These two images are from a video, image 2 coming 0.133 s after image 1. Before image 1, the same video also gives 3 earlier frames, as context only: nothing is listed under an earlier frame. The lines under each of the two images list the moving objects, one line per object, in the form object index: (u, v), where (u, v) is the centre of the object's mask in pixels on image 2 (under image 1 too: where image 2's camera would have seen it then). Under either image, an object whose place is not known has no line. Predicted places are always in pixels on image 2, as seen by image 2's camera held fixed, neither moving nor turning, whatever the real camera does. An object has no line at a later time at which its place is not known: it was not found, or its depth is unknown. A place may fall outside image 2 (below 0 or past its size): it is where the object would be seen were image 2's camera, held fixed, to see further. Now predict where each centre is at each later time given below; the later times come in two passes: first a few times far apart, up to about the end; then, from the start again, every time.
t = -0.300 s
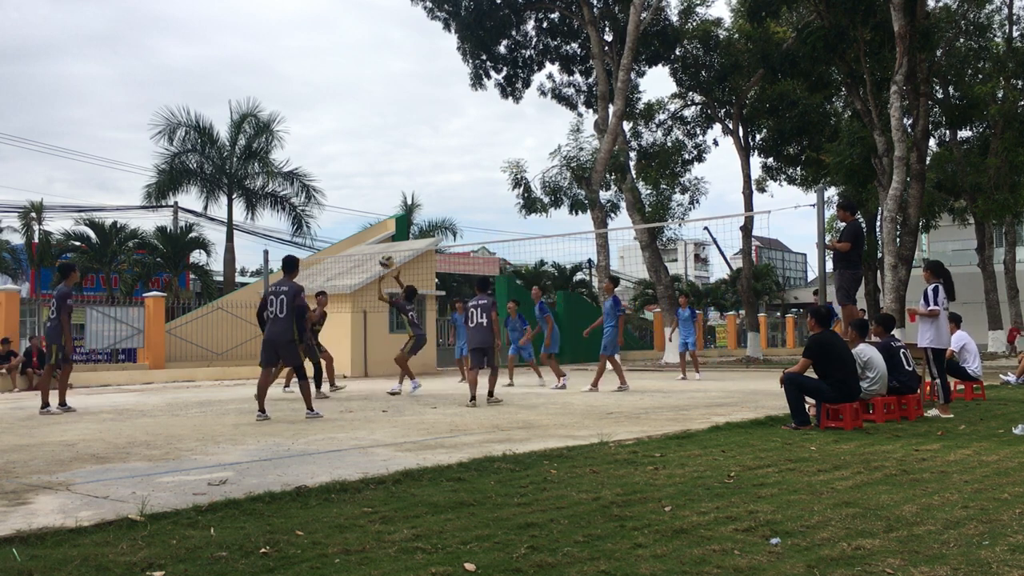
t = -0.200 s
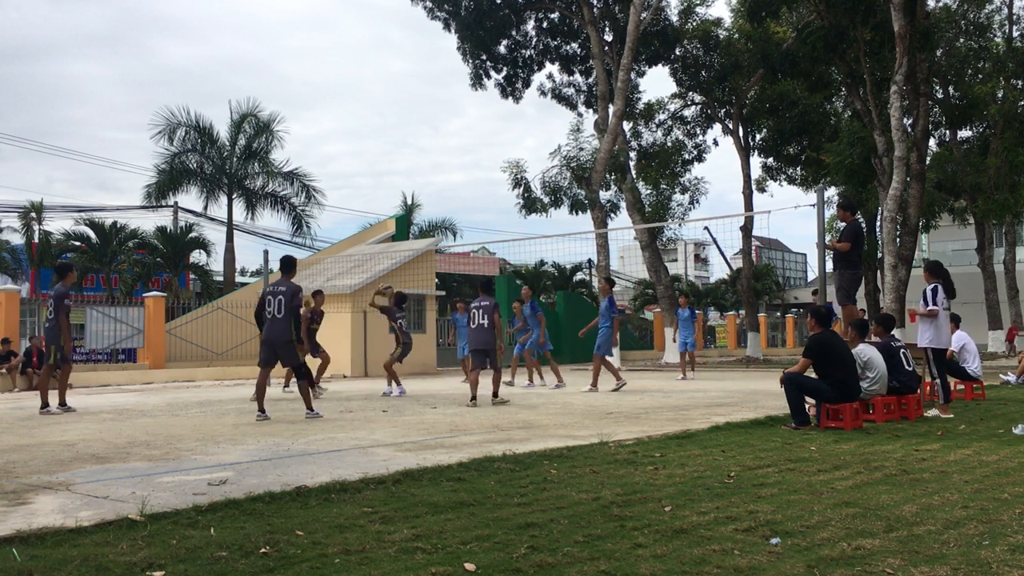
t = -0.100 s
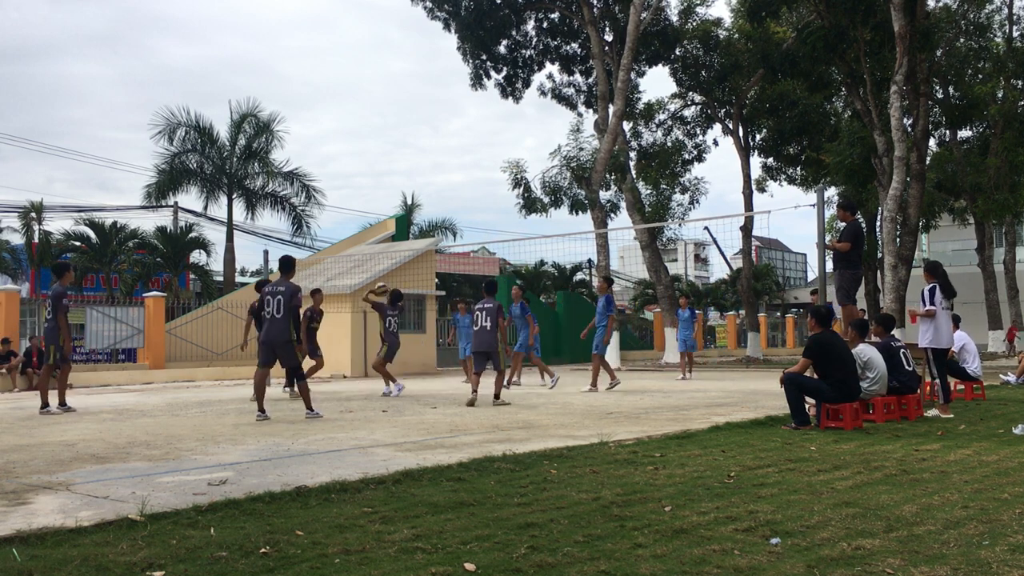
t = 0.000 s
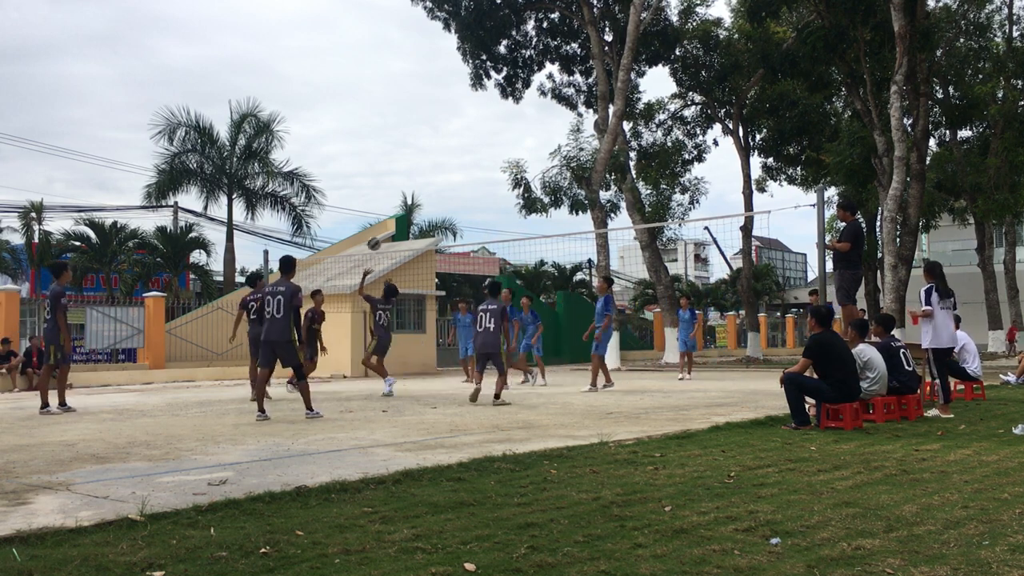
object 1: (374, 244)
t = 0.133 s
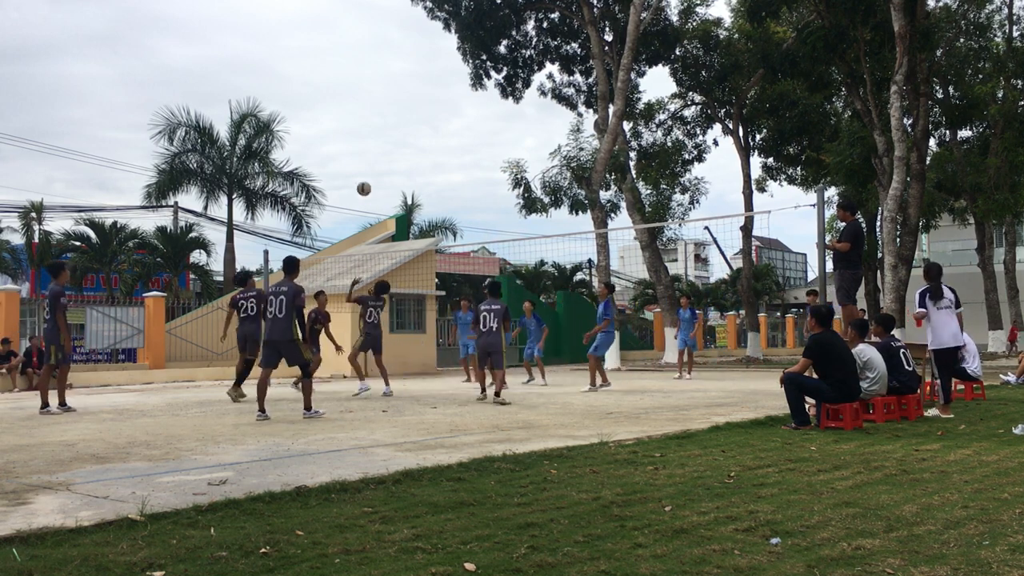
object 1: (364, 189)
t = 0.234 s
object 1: (356, 156)
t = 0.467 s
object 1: (339, 107)
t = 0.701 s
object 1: (323, 95)
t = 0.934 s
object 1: (307, 117)
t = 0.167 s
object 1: (361, 177)
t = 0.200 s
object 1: (359, 166)
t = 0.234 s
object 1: (356, 156)
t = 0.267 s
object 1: (354, 147)
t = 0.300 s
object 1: (351, 138)
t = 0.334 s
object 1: (349, 131)
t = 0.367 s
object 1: (346, 124)
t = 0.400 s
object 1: (344, 118)
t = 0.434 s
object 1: (342, 112)
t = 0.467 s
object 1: (339, 107)
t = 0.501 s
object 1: (337, 104)
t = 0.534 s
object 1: (335, 101)
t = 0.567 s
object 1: (332, 98)
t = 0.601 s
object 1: (330, 96)
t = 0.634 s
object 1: (327, 95)
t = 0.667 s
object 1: (325, 95)
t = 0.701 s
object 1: (323, 95)
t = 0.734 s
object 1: (320, 96)
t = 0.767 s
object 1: (318, 98)
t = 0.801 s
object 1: (316, 101)
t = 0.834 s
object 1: (314, 104)
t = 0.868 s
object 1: (311, 108)
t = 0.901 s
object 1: (309, 112)
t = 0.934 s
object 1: (307, 117)
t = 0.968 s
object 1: (304, 124)
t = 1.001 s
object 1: (302, 130)
